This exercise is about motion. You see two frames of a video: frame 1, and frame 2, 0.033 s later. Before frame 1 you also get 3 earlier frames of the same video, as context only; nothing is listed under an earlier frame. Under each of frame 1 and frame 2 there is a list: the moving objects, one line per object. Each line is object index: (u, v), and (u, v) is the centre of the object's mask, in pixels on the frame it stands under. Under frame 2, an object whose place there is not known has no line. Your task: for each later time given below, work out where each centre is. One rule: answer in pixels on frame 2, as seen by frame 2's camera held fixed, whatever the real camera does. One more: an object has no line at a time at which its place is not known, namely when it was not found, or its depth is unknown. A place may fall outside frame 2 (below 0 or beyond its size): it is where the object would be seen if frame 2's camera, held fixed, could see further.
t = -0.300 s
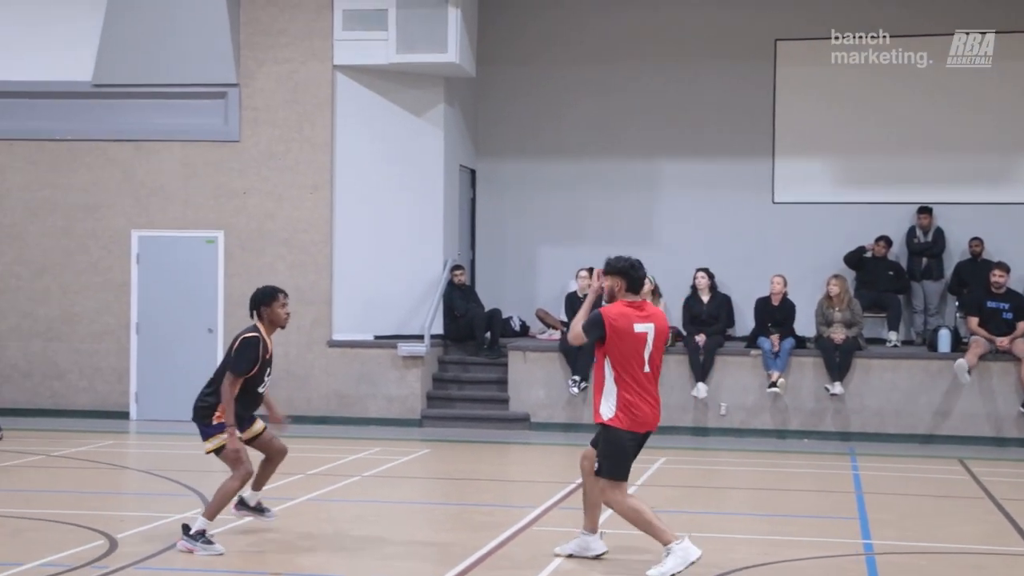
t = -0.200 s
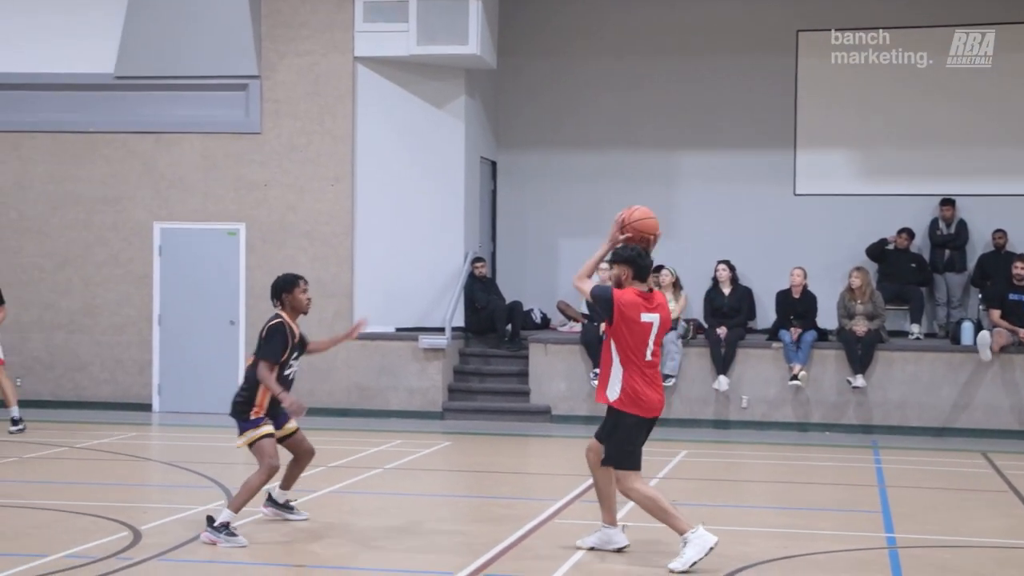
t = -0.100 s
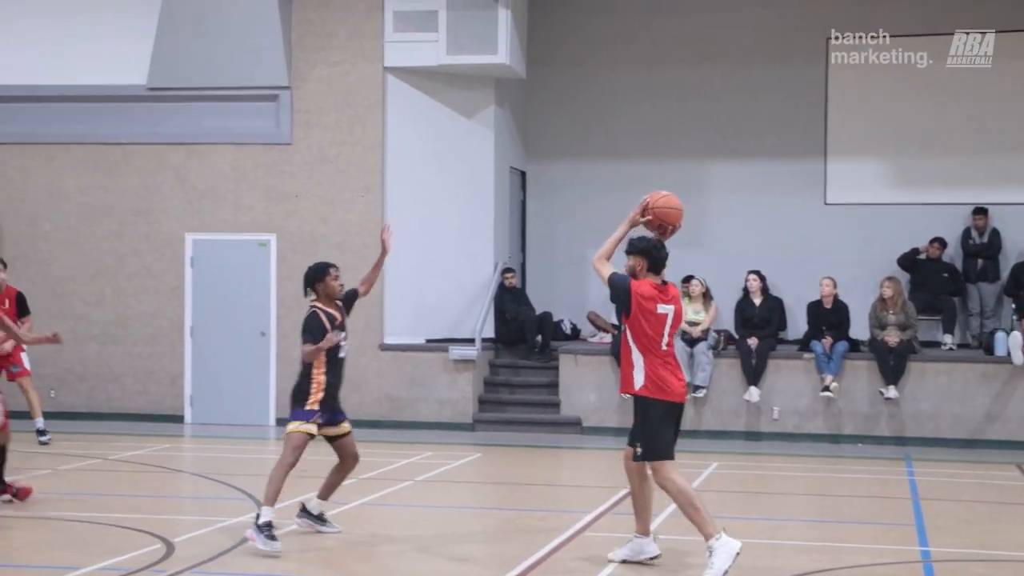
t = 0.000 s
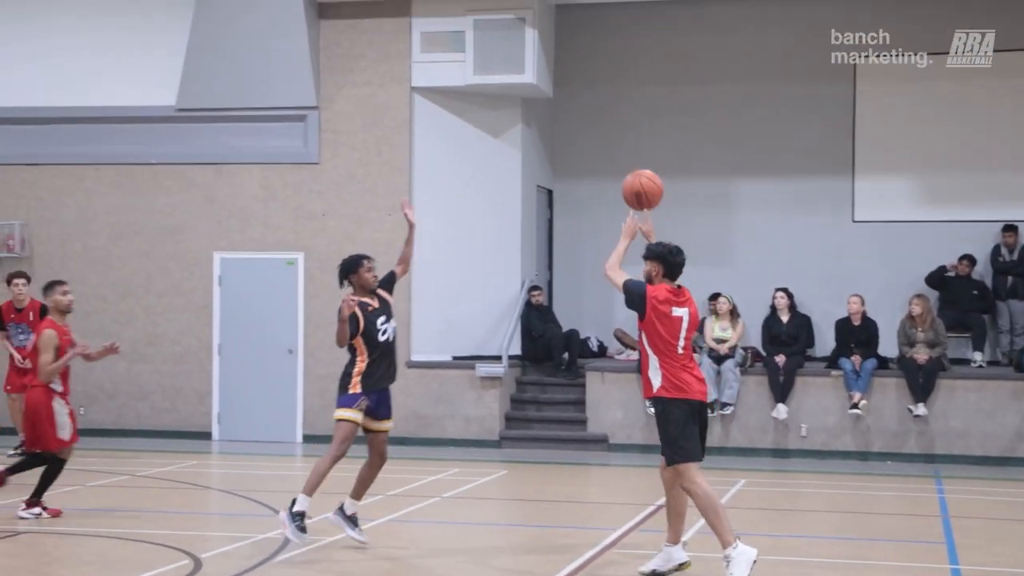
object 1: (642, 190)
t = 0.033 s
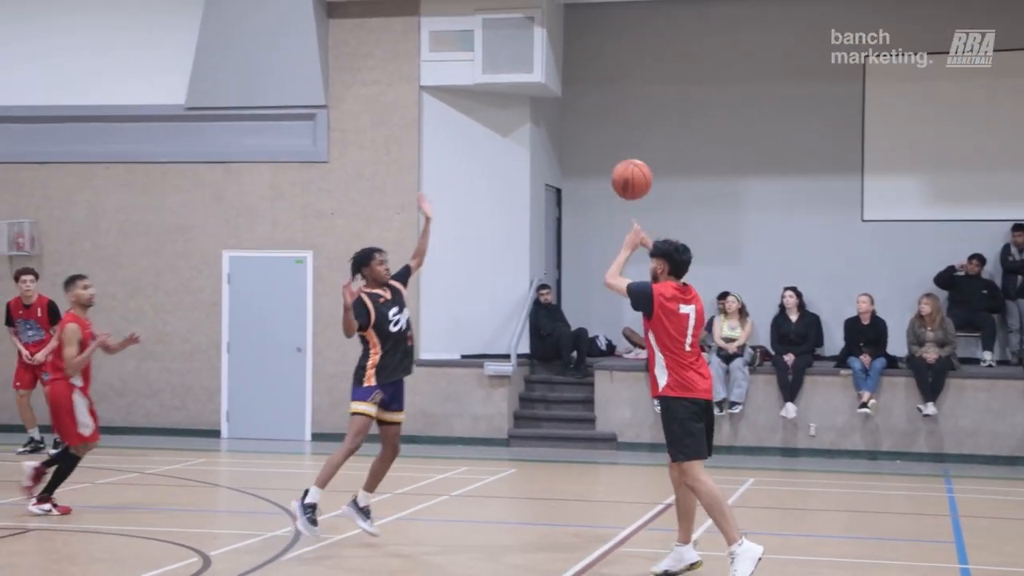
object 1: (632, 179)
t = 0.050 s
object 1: (620, 174)
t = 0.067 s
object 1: (610, 168)
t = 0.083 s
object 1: (599, 164)
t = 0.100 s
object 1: (589, 160)
